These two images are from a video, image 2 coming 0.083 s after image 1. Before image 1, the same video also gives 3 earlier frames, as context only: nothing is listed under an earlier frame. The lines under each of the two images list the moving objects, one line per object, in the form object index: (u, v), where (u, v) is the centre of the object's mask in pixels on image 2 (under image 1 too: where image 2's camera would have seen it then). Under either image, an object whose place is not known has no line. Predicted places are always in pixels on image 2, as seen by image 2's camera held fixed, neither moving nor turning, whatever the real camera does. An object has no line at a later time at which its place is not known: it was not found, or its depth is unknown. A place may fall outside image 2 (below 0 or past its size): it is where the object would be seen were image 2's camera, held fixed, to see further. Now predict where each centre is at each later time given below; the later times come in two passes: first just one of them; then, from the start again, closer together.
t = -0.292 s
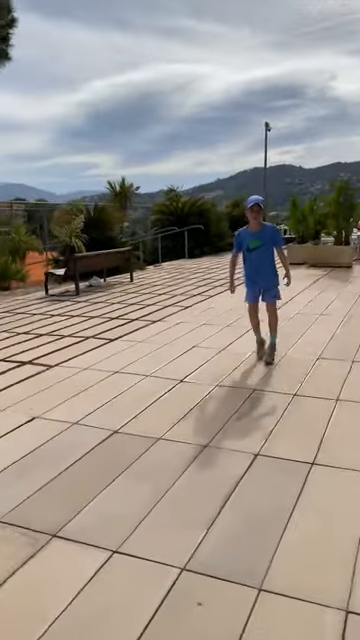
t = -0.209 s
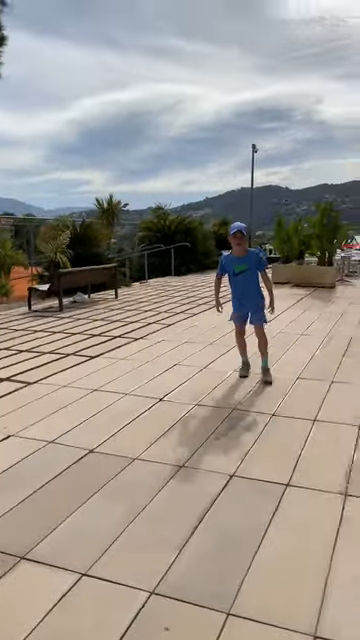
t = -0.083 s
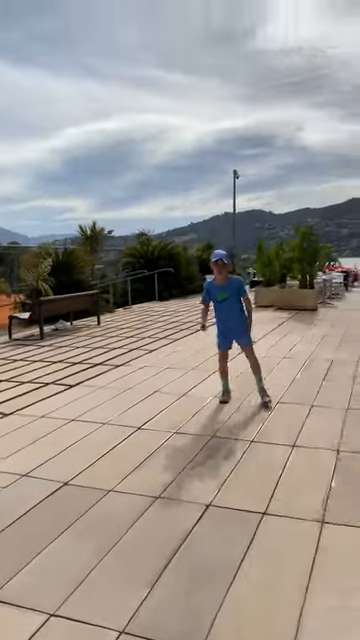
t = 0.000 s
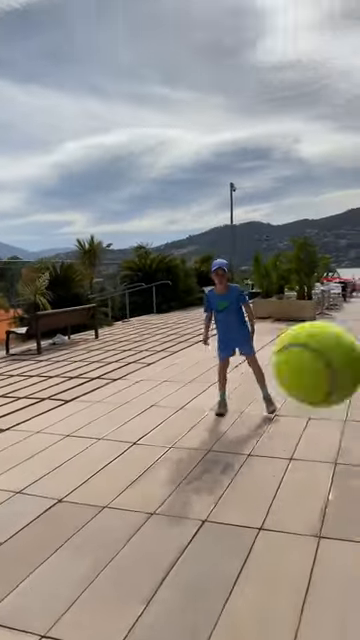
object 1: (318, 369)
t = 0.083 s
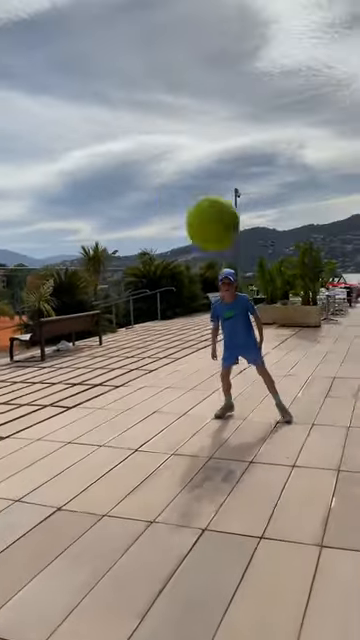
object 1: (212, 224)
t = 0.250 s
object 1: (137, 212)
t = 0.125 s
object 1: (185, 201)
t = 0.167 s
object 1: (166, 195)
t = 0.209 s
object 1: (149, 199)
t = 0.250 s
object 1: (137, 212)
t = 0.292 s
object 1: (126, 229)
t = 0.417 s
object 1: (117, 305)
